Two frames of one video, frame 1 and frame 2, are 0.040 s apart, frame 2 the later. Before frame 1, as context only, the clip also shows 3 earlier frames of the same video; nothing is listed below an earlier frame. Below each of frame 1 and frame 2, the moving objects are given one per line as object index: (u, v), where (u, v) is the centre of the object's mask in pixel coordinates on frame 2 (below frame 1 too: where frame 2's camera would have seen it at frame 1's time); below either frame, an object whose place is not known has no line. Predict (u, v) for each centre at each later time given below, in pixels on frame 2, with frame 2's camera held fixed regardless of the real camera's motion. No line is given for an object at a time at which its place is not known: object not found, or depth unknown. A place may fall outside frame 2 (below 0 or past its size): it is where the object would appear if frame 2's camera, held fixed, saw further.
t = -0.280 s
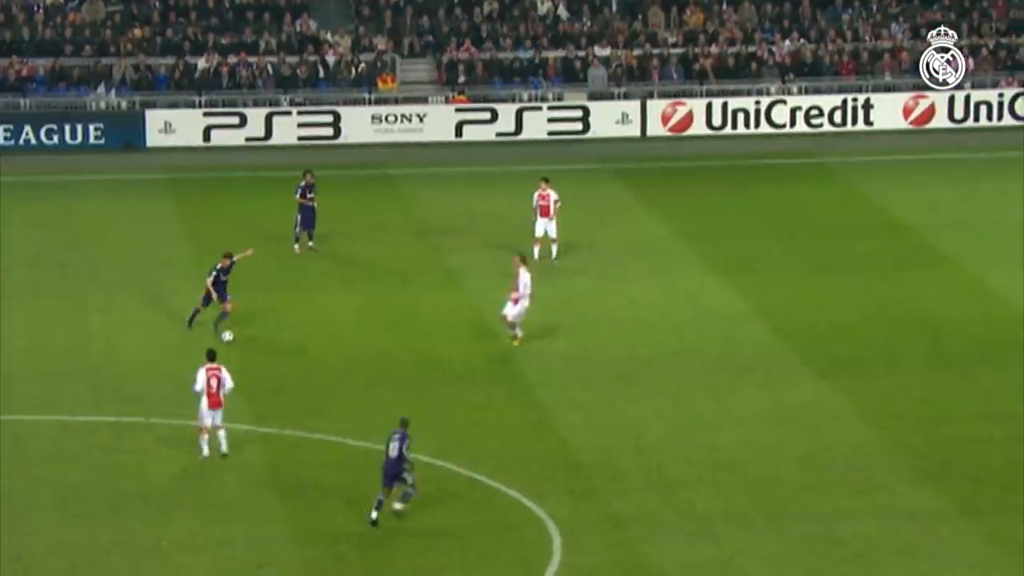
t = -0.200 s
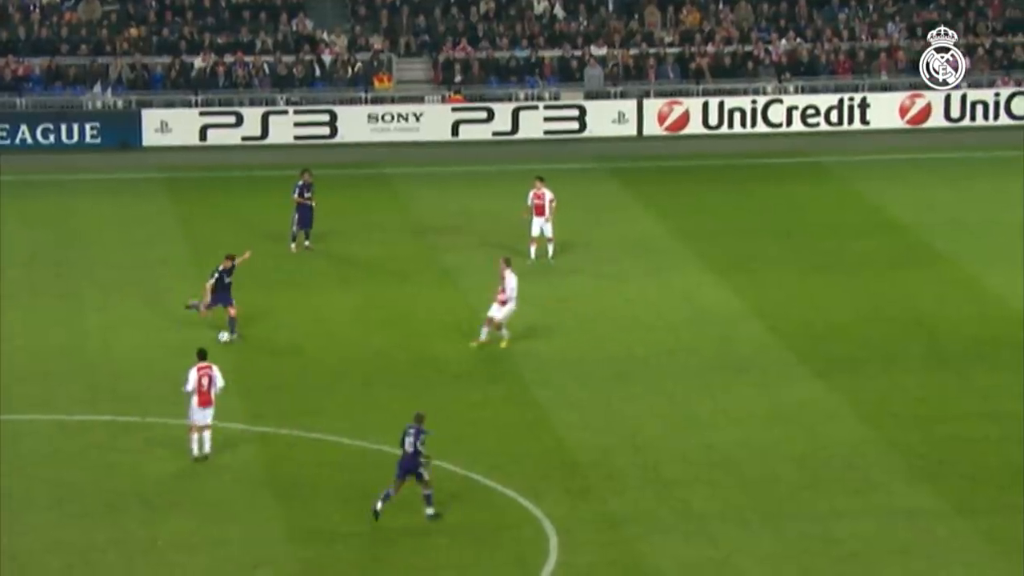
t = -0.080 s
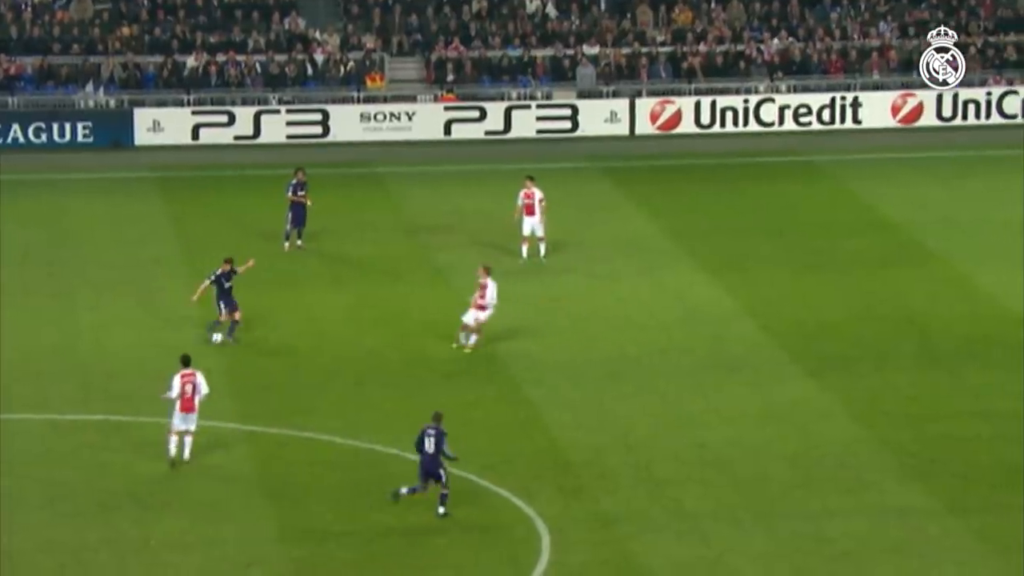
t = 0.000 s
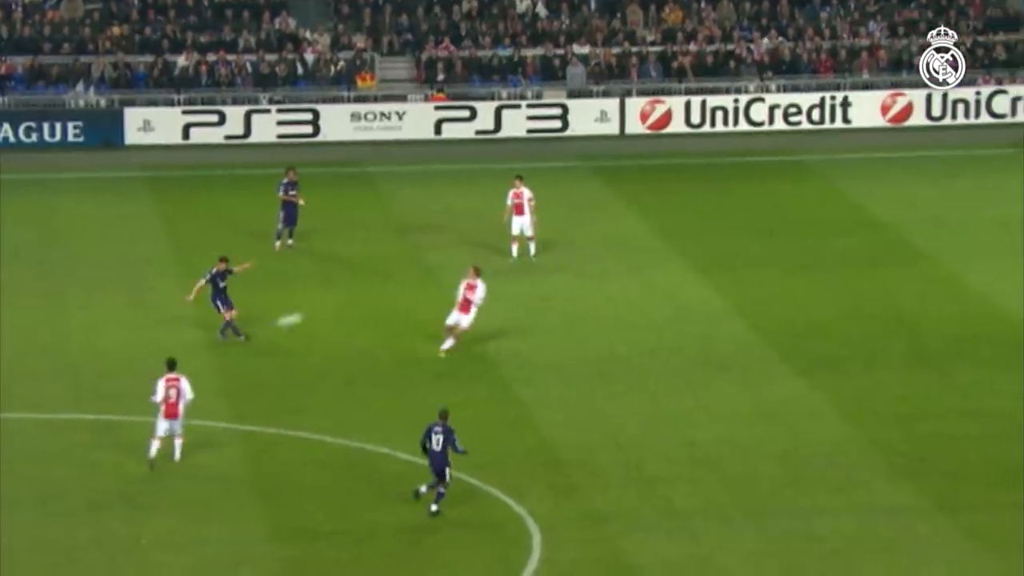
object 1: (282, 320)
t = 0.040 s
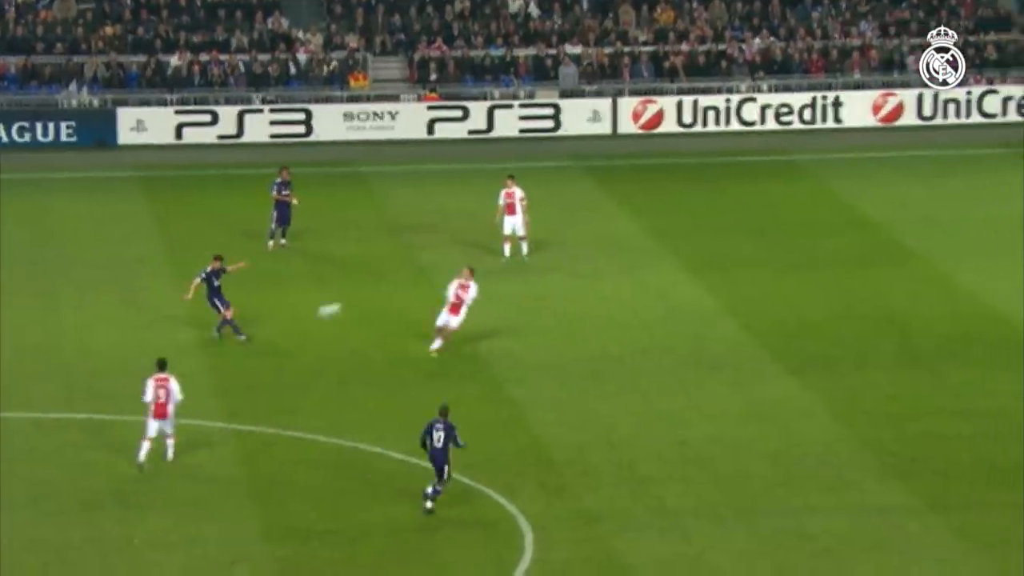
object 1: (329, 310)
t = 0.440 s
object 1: (775, 222)
